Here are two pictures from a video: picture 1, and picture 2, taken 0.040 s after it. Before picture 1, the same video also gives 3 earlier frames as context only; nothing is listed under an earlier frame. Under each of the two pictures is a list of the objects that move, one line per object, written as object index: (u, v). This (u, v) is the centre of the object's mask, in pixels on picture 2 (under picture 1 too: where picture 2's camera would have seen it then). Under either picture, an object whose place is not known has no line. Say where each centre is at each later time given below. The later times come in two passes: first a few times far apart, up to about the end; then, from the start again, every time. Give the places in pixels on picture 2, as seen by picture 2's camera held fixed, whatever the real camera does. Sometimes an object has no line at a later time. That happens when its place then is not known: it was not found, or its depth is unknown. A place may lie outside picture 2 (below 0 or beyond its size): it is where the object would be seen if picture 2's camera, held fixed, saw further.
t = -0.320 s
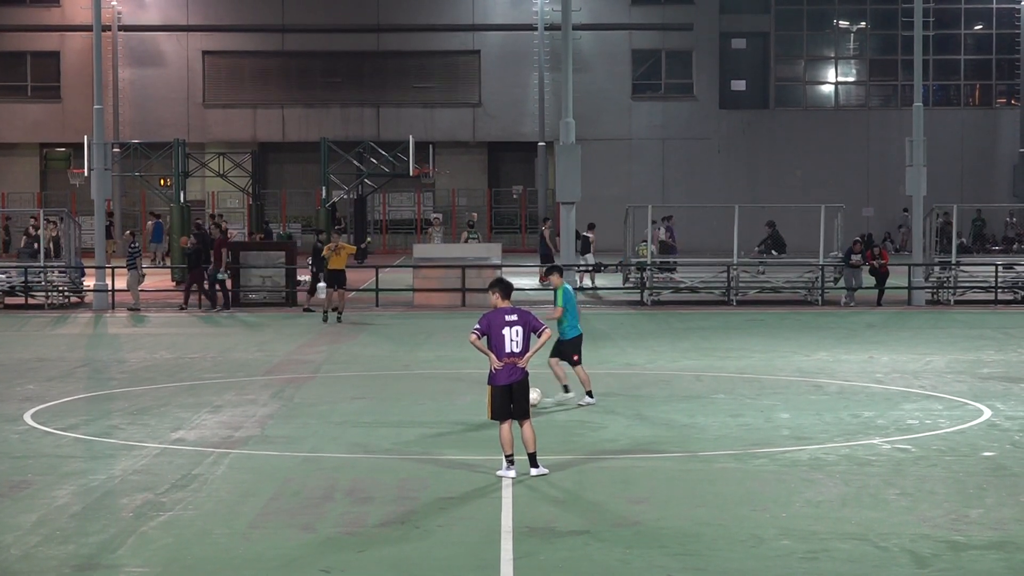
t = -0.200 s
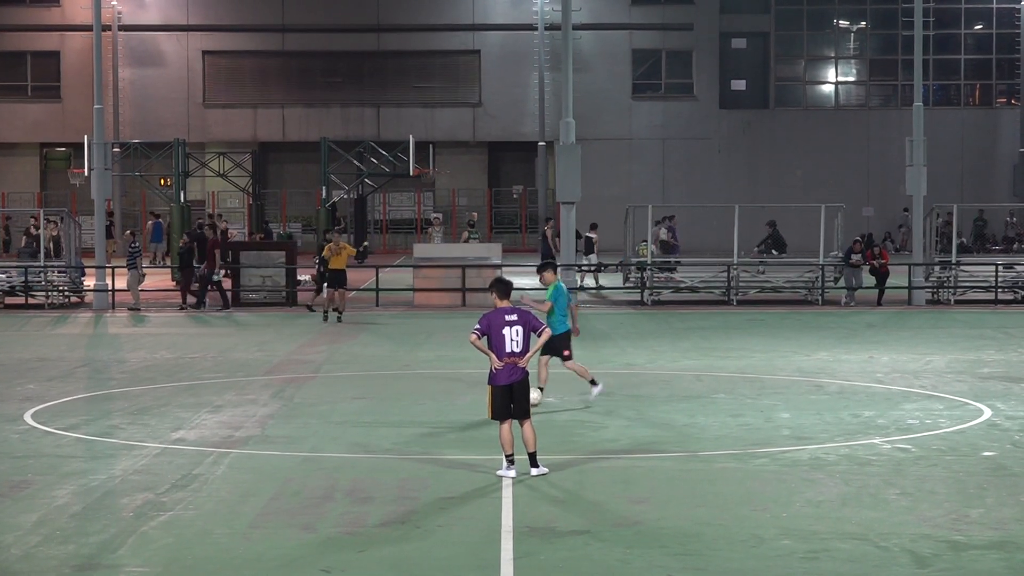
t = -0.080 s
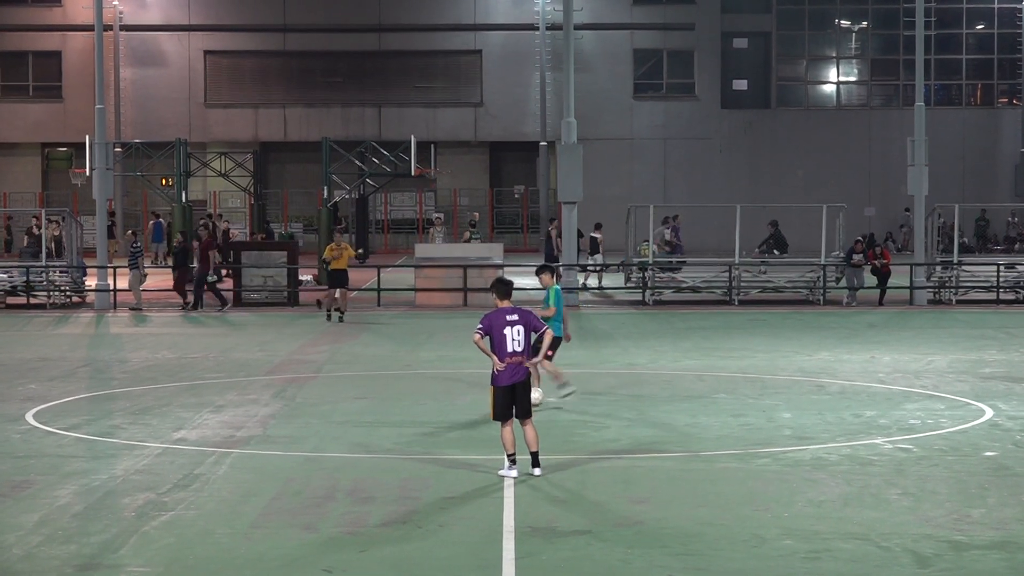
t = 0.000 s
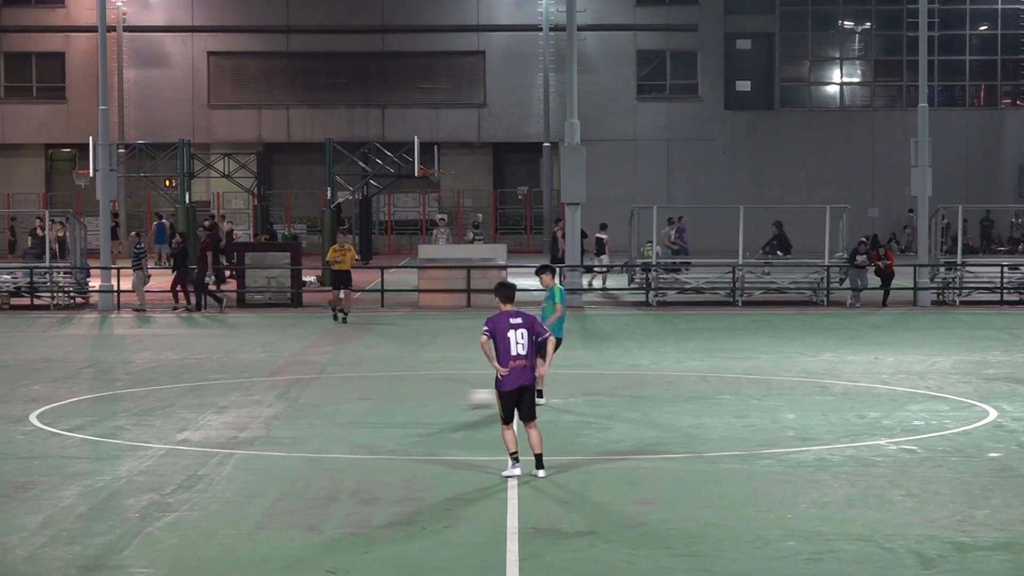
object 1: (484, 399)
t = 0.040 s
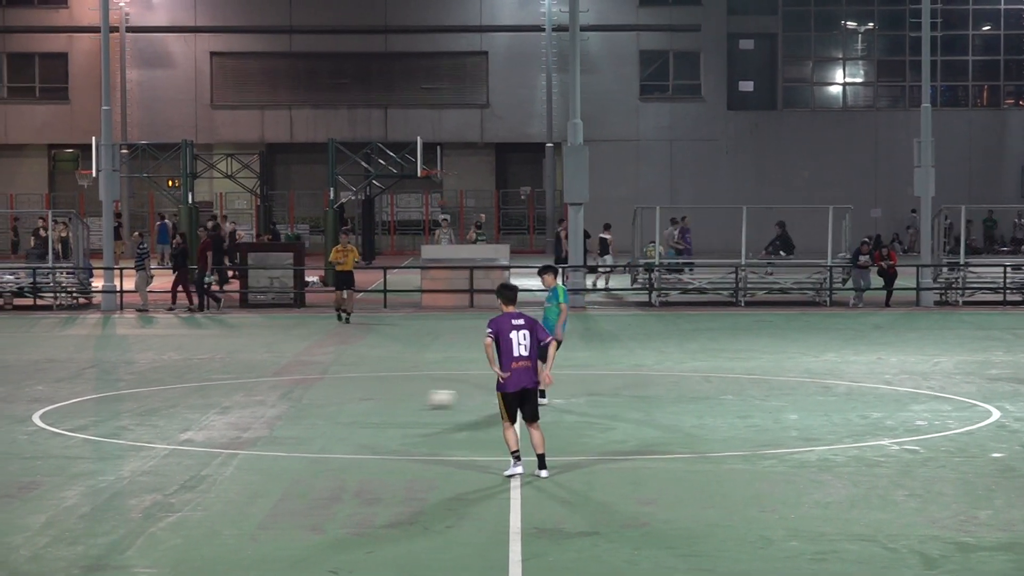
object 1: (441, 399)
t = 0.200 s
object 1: (282, 400)
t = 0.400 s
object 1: (103, 400)
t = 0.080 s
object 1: (401, 398)
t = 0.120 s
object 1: (360, 399)
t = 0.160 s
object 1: (320, 399)
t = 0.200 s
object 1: (282, 400)
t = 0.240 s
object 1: (245, 400)
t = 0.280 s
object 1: (210, 401)
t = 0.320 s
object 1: (174, 400)
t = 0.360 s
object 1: (138, 400)
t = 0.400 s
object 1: (103, 400)
